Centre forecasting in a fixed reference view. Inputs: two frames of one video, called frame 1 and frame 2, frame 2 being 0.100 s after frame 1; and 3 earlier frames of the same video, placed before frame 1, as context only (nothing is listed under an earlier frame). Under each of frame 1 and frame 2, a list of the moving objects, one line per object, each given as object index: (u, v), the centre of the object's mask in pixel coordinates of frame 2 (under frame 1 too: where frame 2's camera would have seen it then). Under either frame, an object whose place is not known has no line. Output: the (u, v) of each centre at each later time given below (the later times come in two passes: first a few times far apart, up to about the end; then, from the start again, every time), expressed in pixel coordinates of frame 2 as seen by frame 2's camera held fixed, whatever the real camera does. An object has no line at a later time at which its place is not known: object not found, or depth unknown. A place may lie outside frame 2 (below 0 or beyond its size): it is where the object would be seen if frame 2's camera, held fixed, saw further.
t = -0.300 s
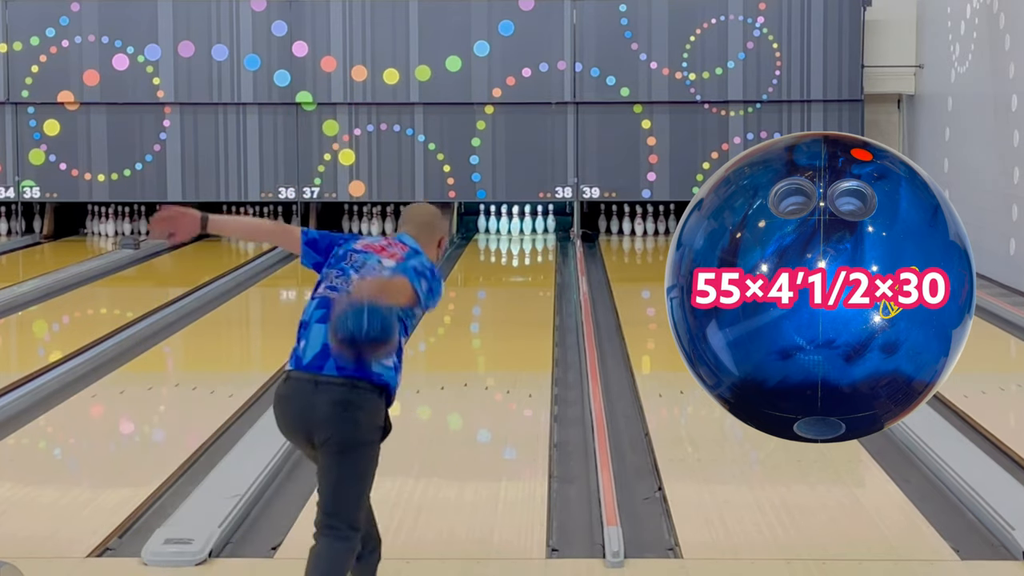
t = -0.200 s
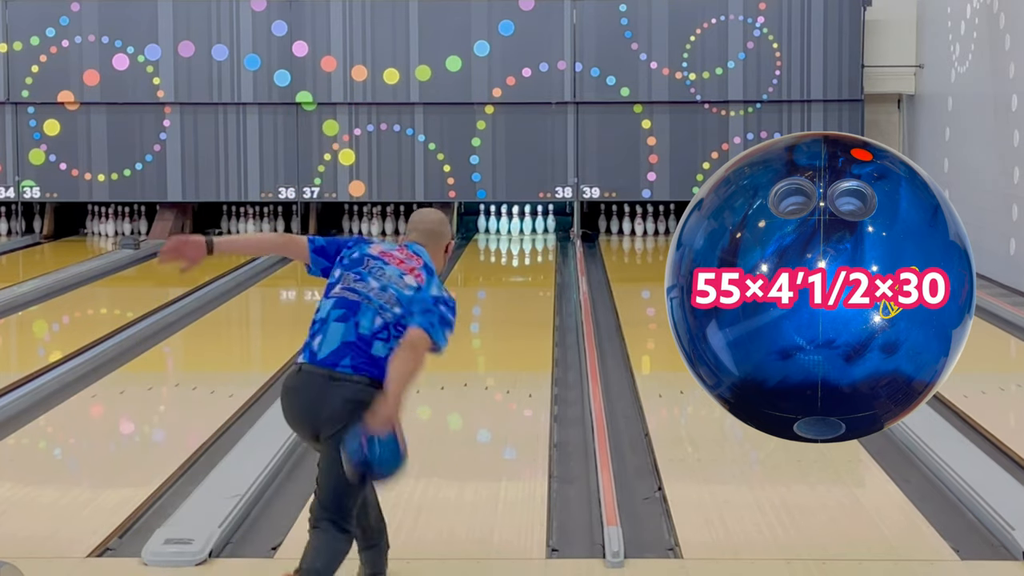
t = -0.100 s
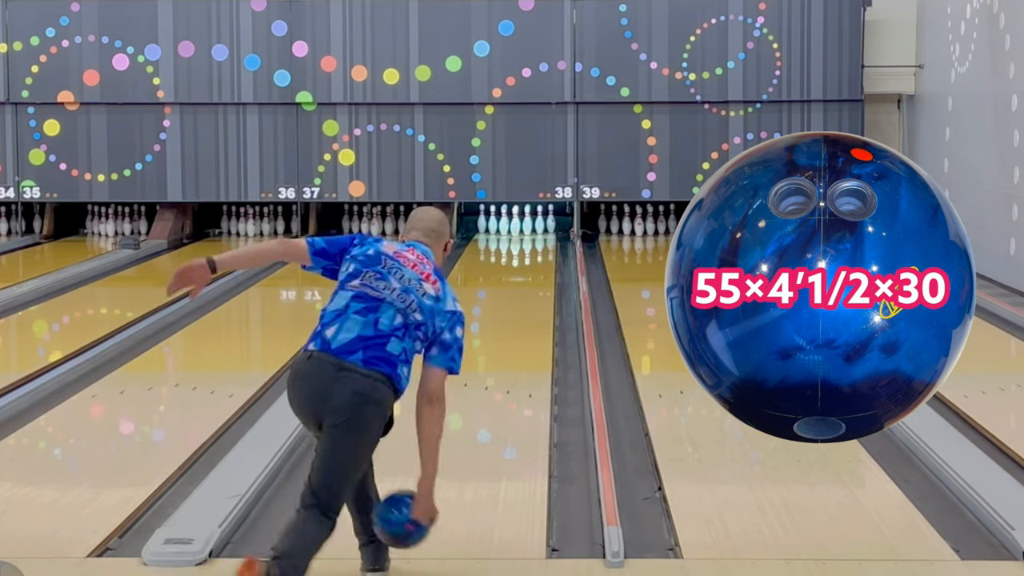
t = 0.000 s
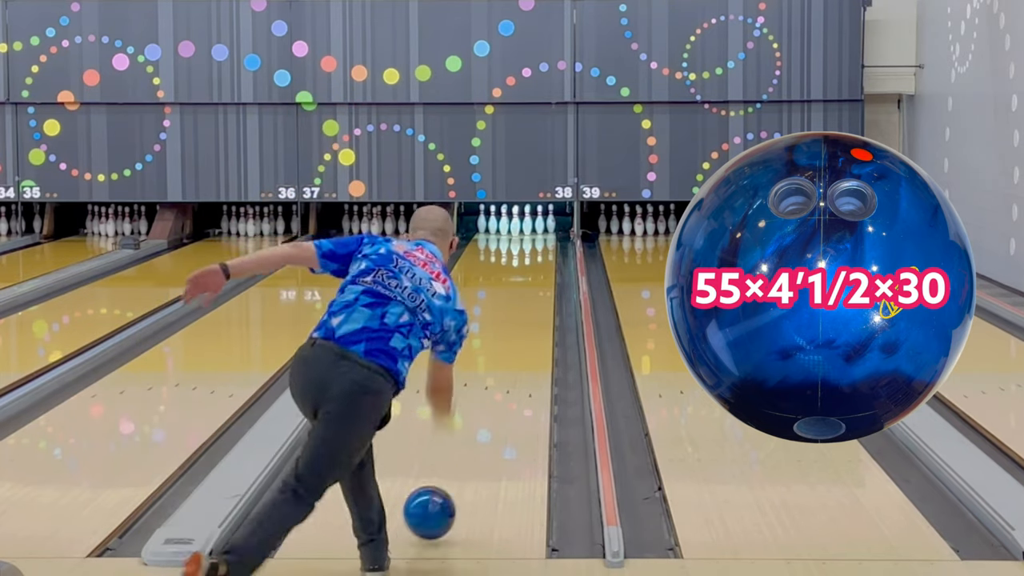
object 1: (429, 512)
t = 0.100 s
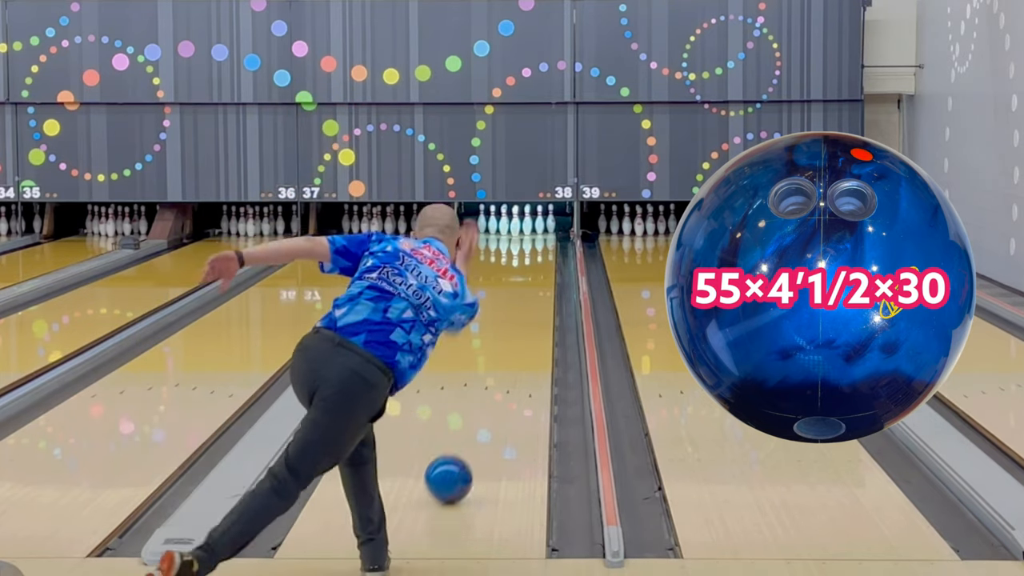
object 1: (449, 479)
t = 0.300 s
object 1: (477, 420)
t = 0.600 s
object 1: (505, 361)
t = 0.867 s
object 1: (520, 324)
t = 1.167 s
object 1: (531, 294)
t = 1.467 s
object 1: (536, 272)
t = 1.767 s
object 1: (537, 254)
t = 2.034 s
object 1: (532, 242)
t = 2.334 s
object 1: (522, 231)
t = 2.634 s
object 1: (511, 225)
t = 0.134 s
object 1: (454, 468)
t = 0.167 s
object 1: (459, 457)
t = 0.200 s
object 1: (464, 448)
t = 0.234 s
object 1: (469, 438)
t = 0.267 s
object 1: (473, 429)
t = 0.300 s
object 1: (477, 420)
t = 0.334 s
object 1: (481, 413)
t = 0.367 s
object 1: (484, 405)
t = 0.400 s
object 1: (488, 398)
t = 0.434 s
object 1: (491, 391)
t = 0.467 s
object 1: (494, 384)
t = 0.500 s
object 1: (497, 378)
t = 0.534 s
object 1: (500, 372)
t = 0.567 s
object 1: (502, 366)
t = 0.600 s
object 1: (505, 361)
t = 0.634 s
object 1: (507, 356)
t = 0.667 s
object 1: (509, 351)
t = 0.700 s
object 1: (511, 347)
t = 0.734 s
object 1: (513, 342)
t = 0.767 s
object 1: (515, 337)
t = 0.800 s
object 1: (517, 333)
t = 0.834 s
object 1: (518, 329)
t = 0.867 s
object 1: (520, 324)
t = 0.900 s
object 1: (521, 321)
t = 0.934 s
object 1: (523, 317)
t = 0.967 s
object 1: (525, 313)
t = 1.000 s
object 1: (526, 310)
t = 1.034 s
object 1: (527, 306)
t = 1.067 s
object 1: (528, 303)
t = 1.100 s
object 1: (529, 300)
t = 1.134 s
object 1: (530, 297)
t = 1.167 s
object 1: (531, 294)
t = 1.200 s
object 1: (532, 291)
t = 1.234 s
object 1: (532, 289)
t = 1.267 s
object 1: (533, 286)
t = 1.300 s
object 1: (534, 283)
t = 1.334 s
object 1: (534, 281)
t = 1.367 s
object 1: (535, 279)
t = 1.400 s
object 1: (535, 276)
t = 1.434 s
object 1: (536, 274)
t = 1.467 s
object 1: (536, 272)
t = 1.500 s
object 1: (536, 269)
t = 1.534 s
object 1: (537, 267)
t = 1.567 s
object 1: (537, 265)
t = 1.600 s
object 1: (537, 263)
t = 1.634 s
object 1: (537, 261)
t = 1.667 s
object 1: (537, 259)
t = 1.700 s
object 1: (537, 257)
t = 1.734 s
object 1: (537, 256)
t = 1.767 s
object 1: (537, 254)
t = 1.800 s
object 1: (536, 252)
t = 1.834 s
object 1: (536, 251)
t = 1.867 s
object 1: (536, 249)
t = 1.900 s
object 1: (535, 247)
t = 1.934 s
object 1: (534, 246)
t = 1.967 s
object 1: (533, 244)
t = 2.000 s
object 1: (533, 243)
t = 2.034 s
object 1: (532, 242)
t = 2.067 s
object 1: (531, 240)
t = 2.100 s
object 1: (530, 239)
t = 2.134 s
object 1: (530, 238)
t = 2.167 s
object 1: (529, 236)
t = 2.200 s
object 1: (527, 235)
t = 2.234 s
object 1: (527, 234)
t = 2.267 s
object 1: (525, 233)
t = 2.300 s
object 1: (524, 232)
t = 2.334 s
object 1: (522, 231)
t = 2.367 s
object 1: (520, 230)
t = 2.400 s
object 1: (519, 229)
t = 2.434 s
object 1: (518, 228)
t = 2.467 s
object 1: (518, 227)
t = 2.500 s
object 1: (517, 227)
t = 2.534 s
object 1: (515, 227)
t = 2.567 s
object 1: (513, 226)
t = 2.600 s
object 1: (512, 225)
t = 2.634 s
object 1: (511, 225)
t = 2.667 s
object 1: (509, 225)
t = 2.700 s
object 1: (507, 225)
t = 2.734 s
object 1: (507, 225)
